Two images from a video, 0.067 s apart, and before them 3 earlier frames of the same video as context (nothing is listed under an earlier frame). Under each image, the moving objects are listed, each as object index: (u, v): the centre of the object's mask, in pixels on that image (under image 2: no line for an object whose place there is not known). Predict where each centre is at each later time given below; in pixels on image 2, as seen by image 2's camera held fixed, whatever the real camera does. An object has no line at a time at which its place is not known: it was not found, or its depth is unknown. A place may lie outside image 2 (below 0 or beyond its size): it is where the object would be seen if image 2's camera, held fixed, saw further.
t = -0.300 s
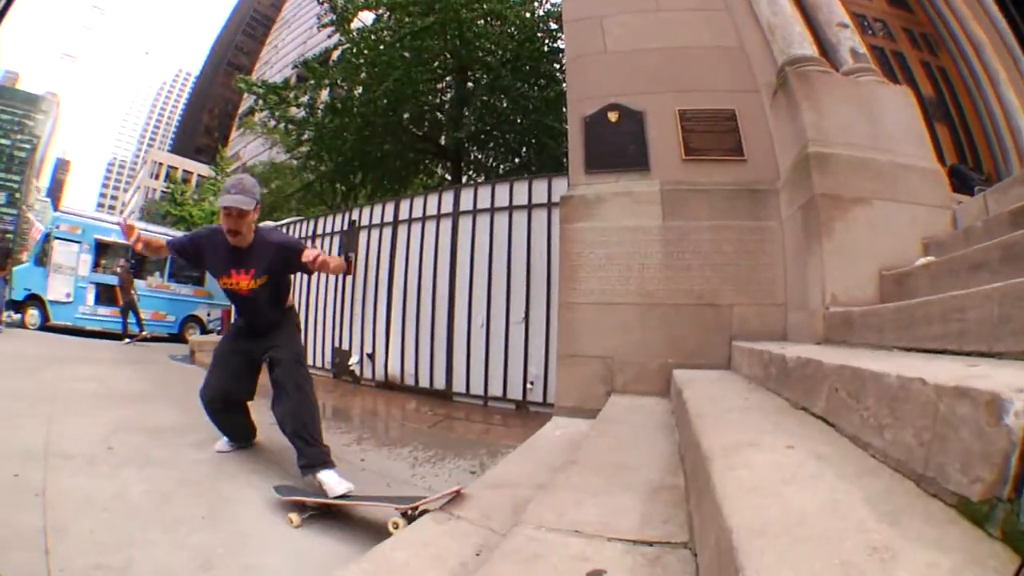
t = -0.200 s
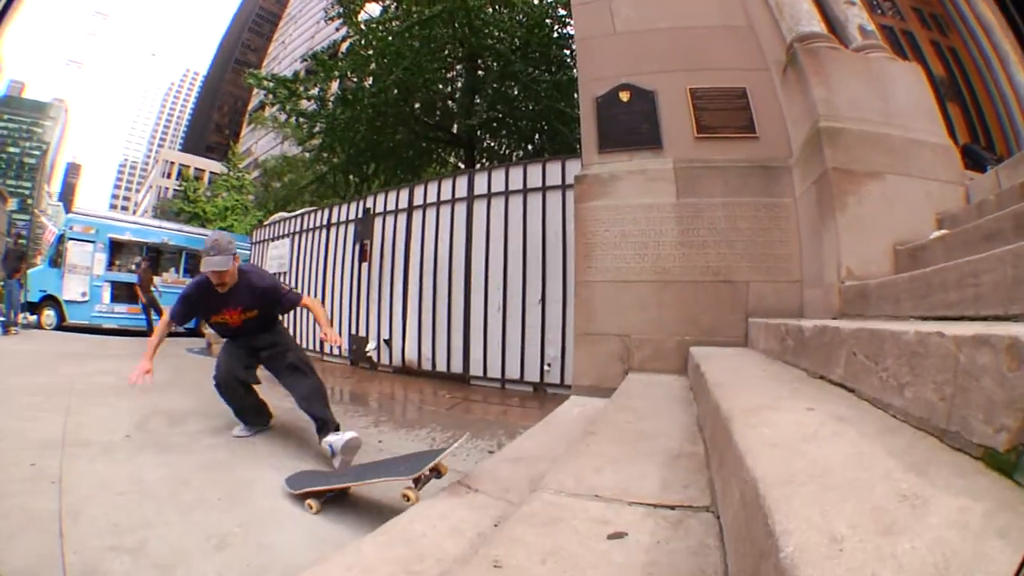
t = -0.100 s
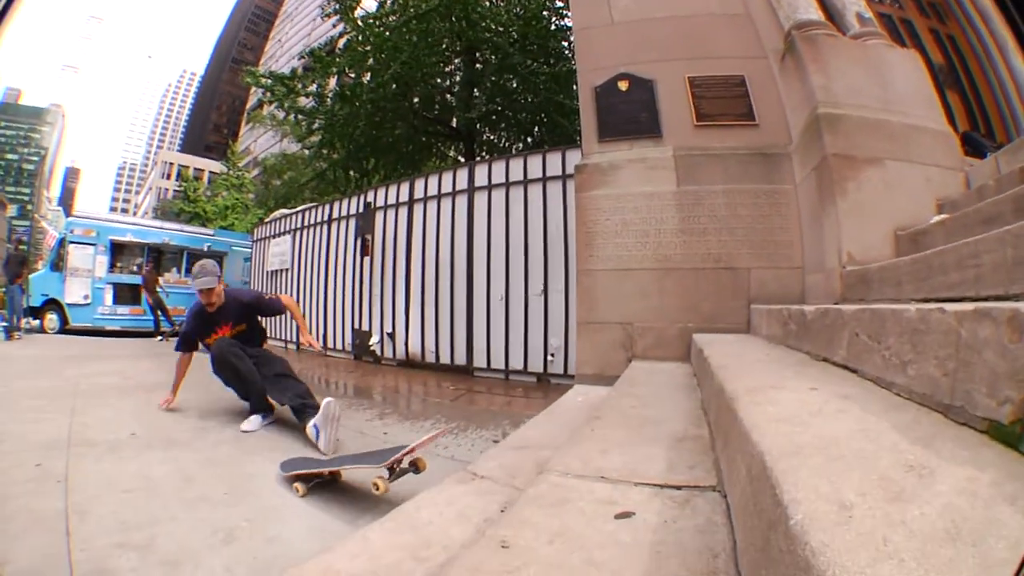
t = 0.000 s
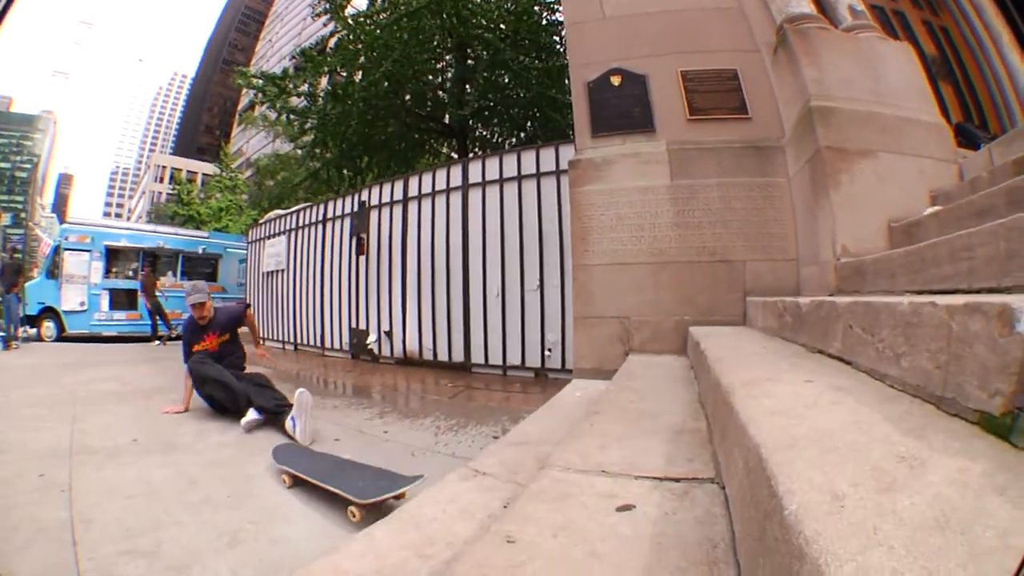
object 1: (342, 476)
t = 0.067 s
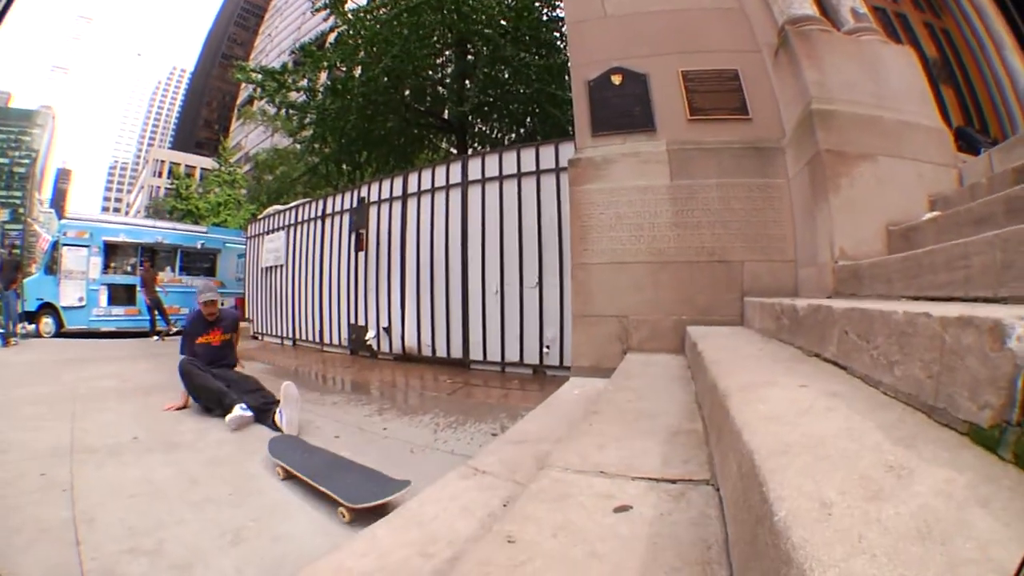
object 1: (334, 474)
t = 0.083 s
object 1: (333, 472)
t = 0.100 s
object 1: (332, 471)
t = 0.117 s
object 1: (332, 470)
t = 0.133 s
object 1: (332, 469)
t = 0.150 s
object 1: (332, 469)
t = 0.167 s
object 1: (333, 469)
